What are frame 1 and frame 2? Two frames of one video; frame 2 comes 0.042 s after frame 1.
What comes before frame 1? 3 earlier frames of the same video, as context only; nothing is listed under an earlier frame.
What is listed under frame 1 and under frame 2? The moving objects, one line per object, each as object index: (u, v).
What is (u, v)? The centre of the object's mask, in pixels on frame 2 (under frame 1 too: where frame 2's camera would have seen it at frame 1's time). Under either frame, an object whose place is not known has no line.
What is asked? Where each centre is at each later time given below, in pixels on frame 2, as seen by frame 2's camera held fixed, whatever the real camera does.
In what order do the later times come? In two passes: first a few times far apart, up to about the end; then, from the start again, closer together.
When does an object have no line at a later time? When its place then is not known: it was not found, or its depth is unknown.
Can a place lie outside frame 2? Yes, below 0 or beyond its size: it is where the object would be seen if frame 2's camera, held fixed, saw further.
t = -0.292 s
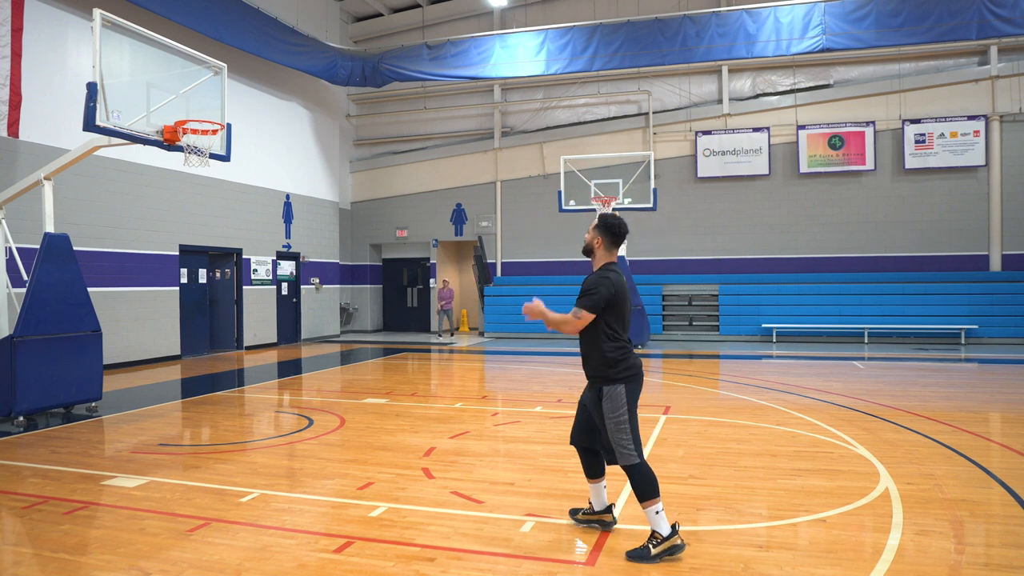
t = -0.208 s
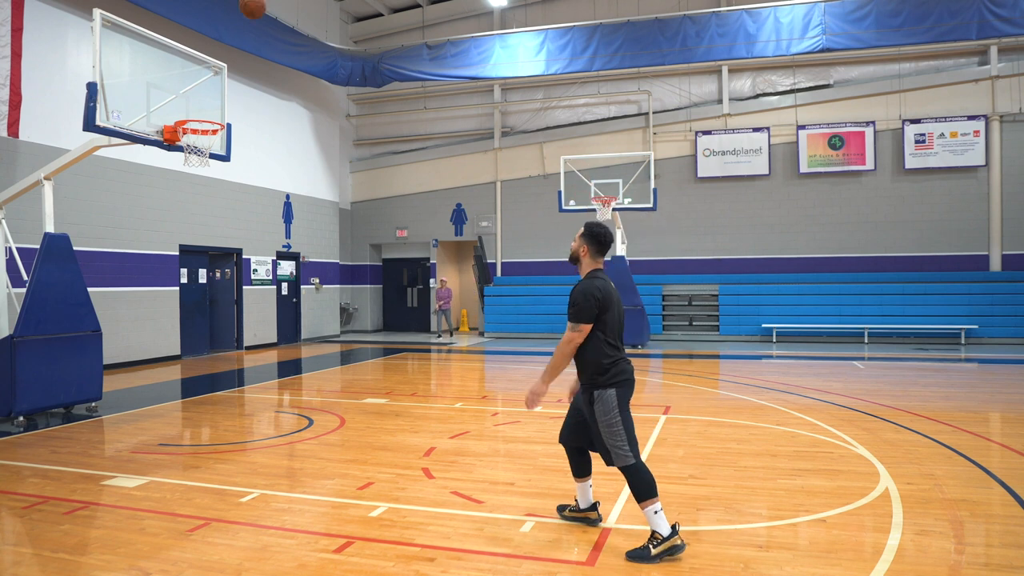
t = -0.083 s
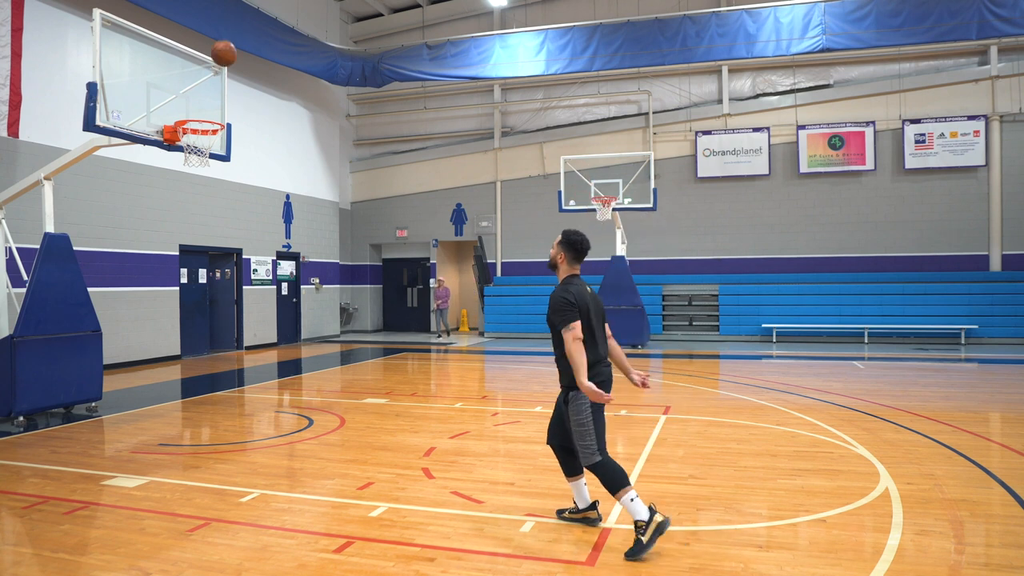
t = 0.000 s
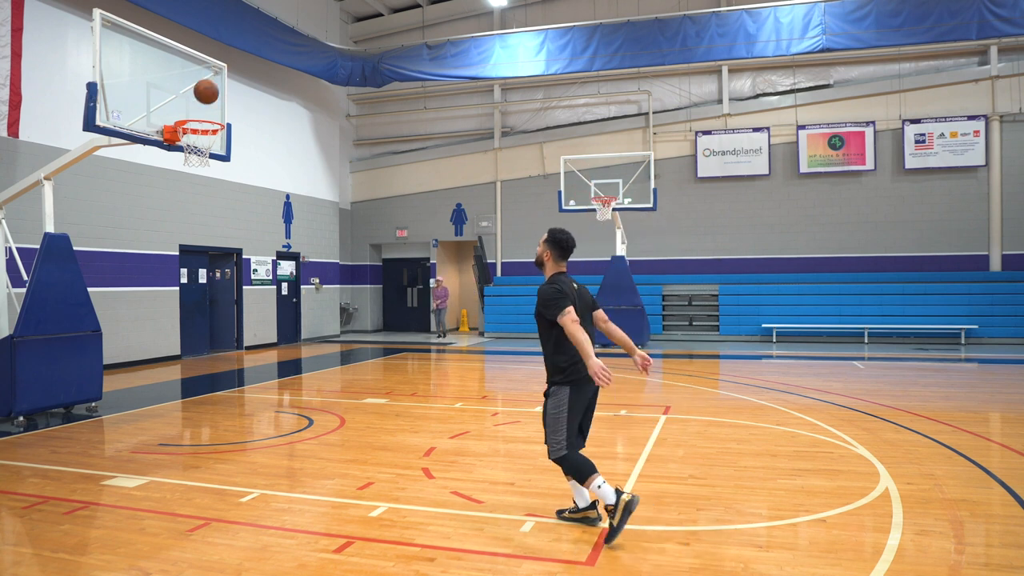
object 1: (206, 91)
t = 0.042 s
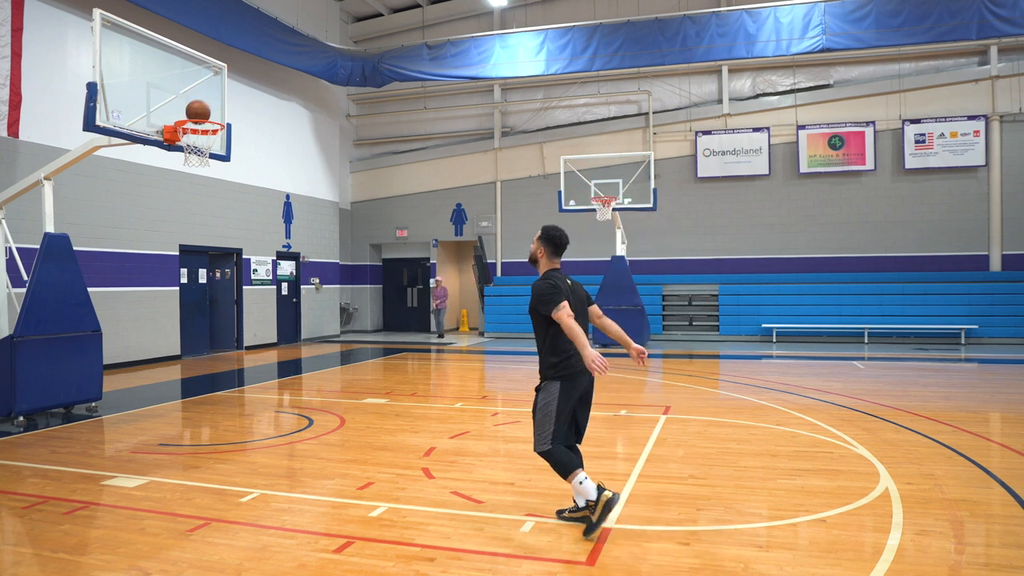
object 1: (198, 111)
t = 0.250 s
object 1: (213, 208)
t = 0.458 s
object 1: (238, 349)
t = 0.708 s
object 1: (273, 338)
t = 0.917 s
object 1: (307, 259)
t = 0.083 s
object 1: (193, 132)
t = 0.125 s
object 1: (197, 149)
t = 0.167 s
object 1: (203, 169)
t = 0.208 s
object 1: (208, 187)
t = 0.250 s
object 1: (213, 208)
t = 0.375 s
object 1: (228, 286)
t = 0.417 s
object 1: (233, 317)
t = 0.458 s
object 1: (238, 349)
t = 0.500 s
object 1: (244, 383)
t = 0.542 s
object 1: (249, 420)
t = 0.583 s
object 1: (255, 402)
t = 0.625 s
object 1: (261, 380)
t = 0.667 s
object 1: (267, 358)
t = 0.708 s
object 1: (273, 338)
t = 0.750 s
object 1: (279, 319)
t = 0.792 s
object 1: (286, 302)
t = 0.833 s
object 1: (293, 286)
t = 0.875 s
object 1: (300, 271)
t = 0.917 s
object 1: (307, 259)
